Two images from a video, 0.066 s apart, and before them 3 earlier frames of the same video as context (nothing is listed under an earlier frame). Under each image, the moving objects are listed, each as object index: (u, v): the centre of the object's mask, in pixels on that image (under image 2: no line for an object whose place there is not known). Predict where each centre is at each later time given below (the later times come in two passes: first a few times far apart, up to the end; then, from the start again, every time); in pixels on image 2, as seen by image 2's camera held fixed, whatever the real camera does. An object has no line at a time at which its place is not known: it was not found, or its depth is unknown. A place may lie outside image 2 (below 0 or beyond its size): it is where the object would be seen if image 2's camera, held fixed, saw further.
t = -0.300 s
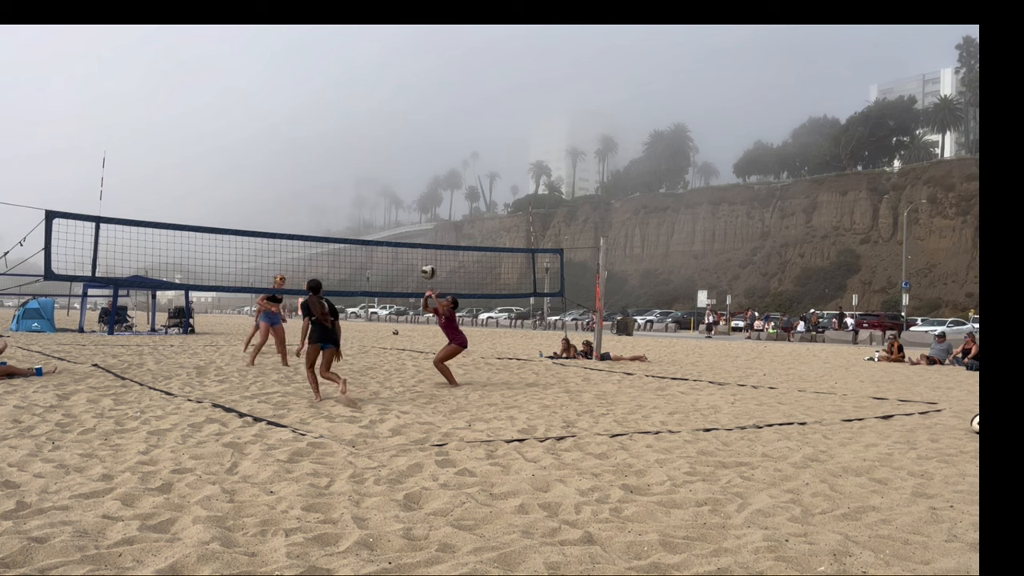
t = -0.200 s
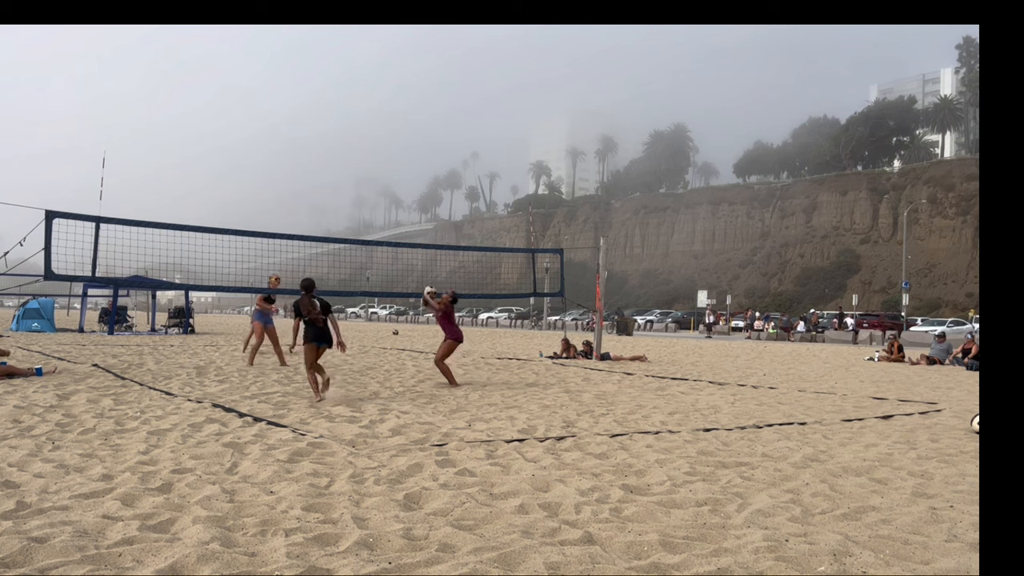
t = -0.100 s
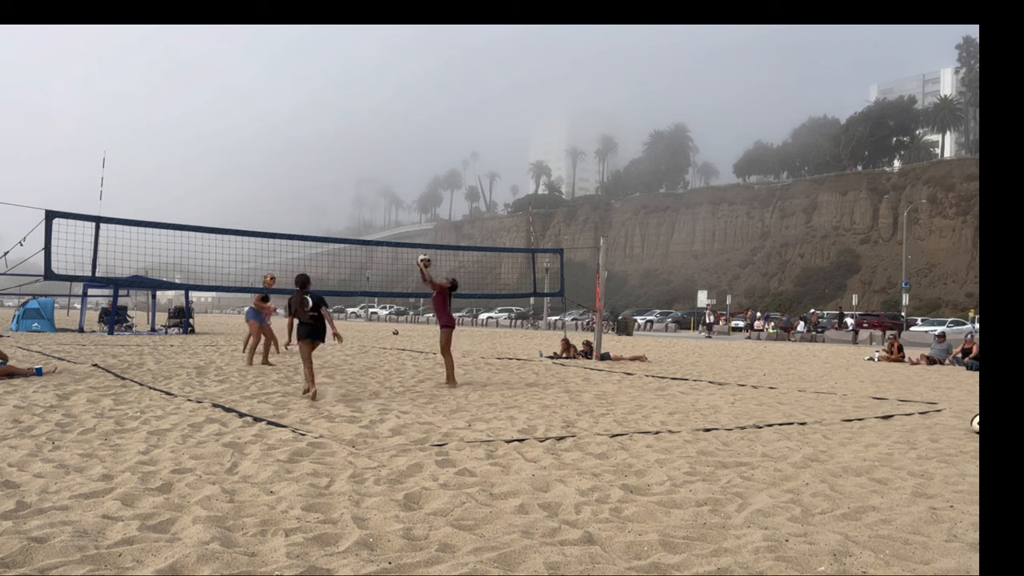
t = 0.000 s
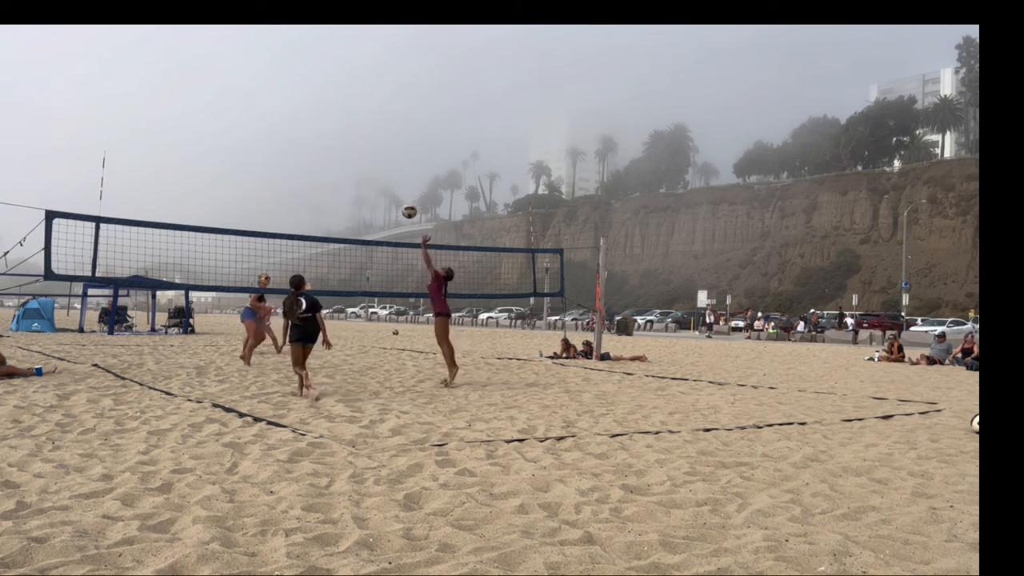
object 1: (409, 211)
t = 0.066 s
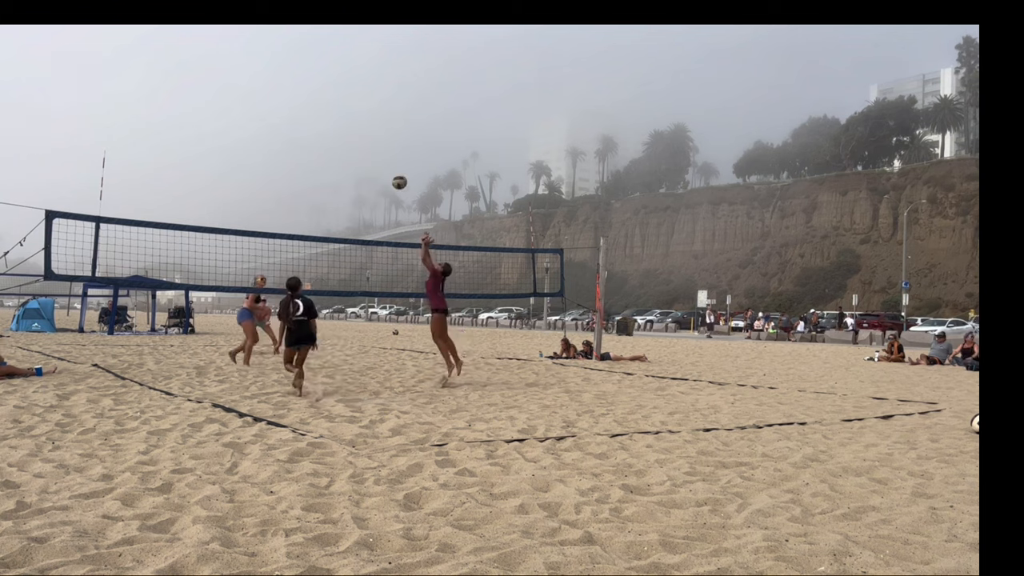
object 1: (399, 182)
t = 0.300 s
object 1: (368, 106)
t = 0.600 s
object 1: (334, 67)
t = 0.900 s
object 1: (304, 89)
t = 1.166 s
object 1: (282, 156)
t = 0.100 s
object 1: (394, 169)
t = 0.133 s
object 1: (389, 156)
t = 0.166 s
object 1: (385, 144)
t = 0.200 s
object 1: (380, 134)
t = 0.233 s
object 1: (376, 123)
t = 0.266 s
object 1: (372, 114)
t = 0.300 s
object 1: (368, 106)
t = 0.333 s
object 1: (363, 99)
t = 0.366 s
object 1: (360, 92)
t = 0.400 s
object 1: (356, 86)
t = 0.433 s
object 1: (352, 81)
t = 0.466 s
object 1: (348, 77)
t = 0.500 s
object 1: (344, 73)
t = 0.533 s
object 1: (341, 71)
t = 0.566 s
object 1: (337, 69)
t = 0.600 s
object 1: (334, 67)
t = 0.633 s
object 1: (330, 67)
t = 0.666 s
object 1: (327, 67)
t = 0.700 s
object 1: (323, 68)
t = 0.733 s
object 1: (320, 70)
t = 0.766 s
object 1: (317, 72)
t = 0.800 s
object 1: (313, 75)
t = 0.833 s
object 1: (310, 79)
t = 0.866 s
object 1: (307, 84)
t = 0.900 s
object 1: (304, 89)
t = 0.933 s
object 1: (301, 95)
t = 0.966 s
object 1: (298, 102)
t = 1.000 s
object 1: (295, 109)
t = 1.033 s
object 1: (293, 117)
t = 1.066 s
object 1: (290, 126)
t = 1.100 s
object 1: (287, 136)
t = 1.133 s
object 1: (285, 145)
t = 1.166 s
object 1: (282, 156)
